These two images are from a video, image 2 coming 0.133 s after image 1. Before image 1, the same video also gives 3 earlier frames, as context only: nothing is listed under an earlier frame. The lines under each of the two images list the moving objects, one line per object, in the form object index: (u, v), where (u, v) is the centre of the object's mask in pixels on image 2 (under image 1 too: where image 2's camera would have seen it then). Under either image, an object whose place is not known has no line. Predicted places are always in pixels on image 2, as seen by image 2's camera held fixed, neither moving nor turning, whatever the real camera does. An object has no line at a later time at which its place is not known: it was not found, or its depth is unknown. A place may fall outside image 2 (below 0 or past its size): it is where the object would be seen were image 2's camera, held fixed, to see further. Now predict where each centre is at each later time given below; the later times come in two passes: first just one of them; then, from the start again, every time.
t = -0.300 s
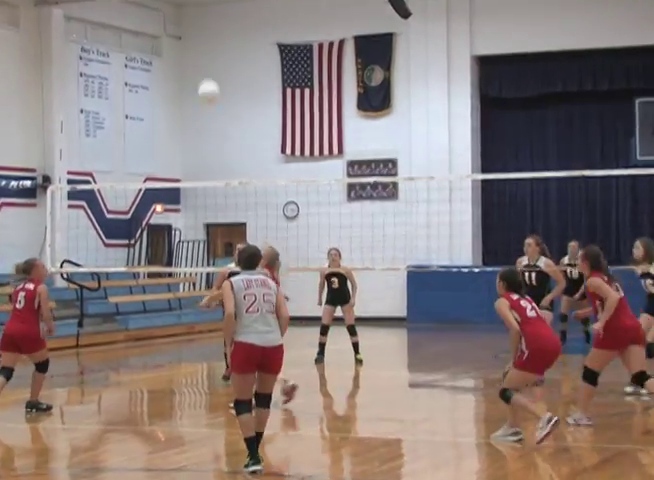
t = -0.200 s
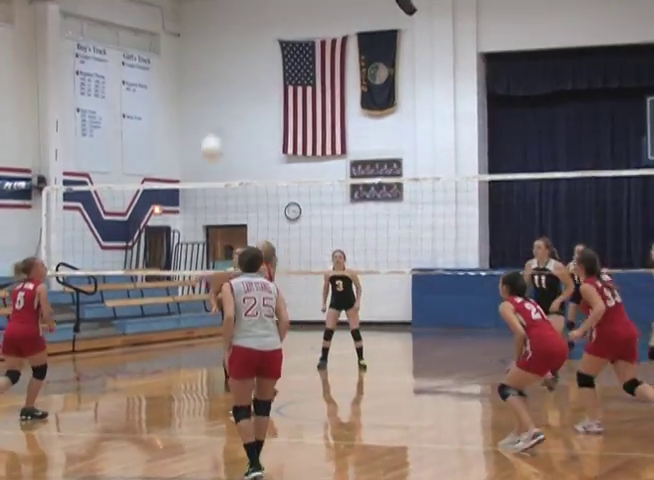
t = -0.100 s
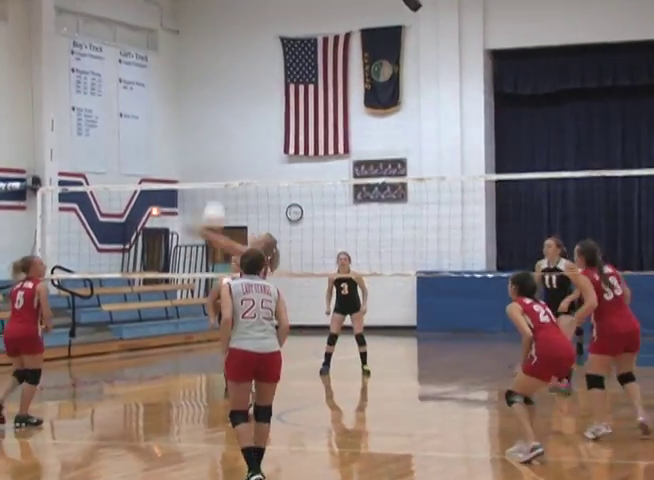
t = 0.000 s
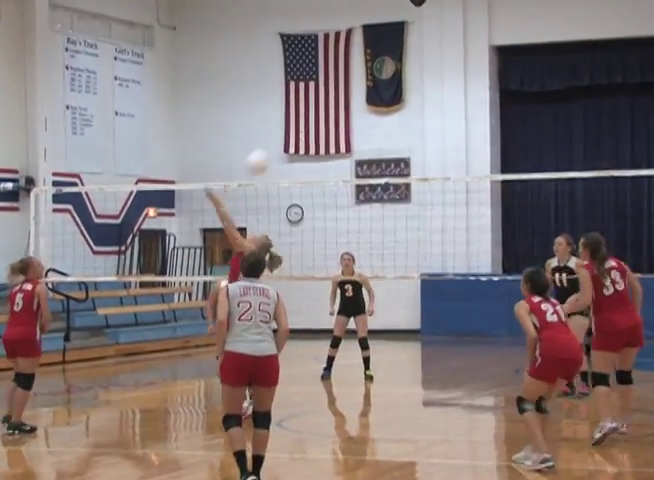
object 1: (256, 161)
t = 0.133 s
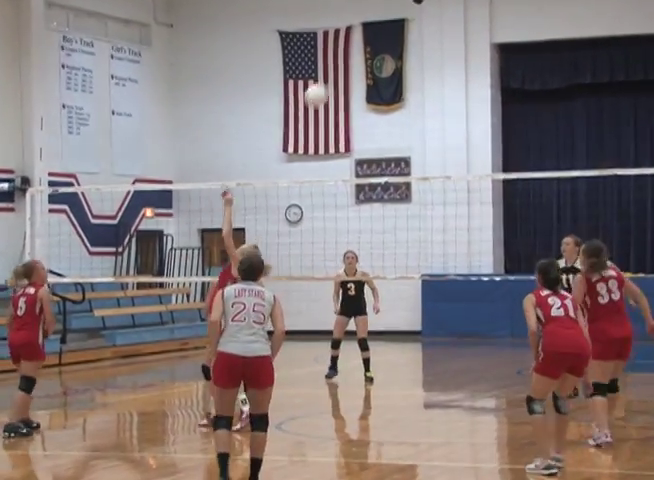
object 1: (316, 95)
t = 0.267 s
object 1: (374, 52)
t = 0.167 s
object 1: (331, 82)
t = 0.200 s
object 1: (343, 70)
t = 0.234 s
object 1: (359, 60)
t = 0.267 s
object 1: (374, 52)
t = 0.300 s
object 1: (386, 45)
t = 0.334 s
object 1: (399, 39)
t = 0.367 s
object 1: (412, 34)
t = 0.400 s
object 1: (424, 30)
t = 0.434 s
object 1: (438, 28)
